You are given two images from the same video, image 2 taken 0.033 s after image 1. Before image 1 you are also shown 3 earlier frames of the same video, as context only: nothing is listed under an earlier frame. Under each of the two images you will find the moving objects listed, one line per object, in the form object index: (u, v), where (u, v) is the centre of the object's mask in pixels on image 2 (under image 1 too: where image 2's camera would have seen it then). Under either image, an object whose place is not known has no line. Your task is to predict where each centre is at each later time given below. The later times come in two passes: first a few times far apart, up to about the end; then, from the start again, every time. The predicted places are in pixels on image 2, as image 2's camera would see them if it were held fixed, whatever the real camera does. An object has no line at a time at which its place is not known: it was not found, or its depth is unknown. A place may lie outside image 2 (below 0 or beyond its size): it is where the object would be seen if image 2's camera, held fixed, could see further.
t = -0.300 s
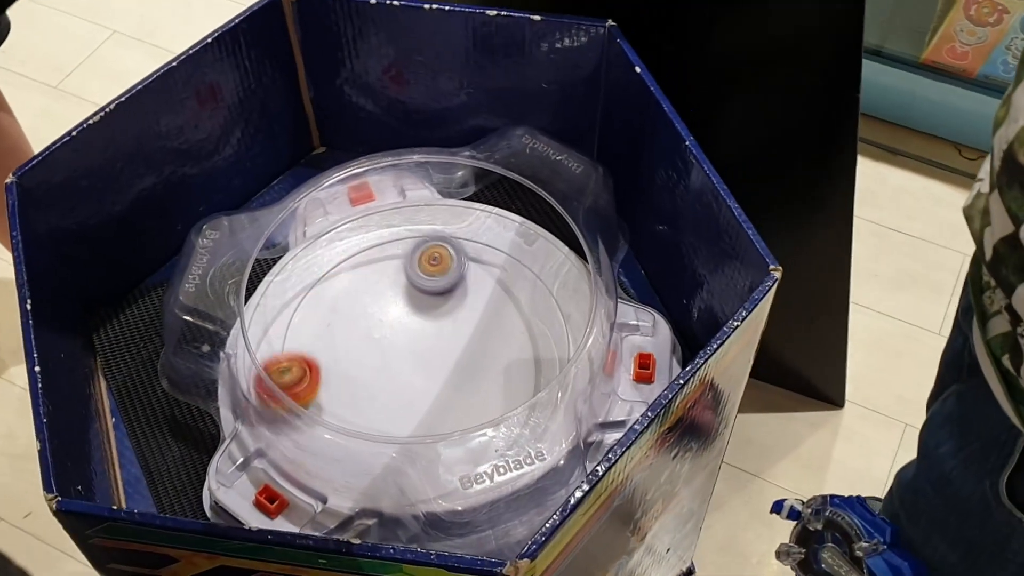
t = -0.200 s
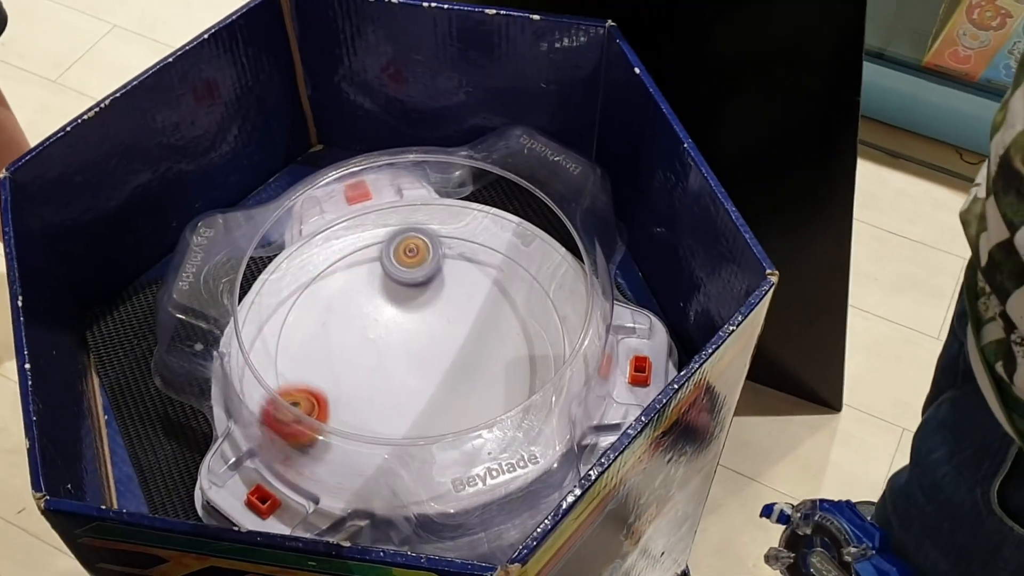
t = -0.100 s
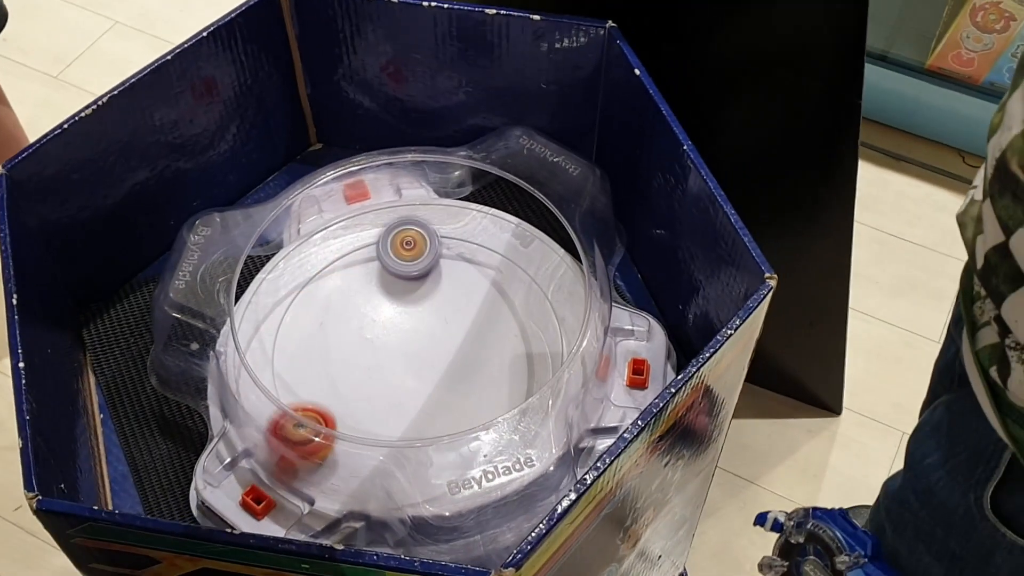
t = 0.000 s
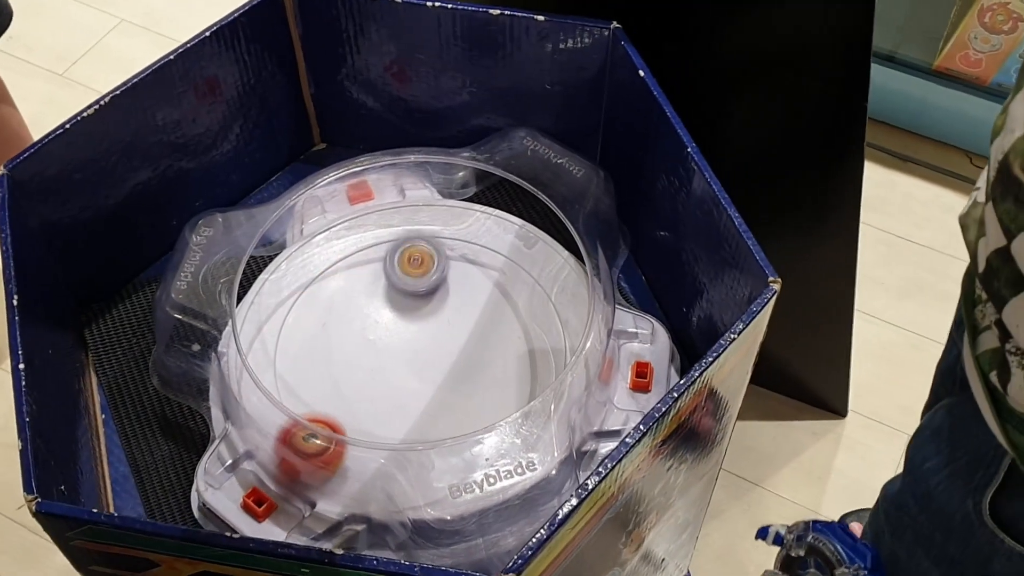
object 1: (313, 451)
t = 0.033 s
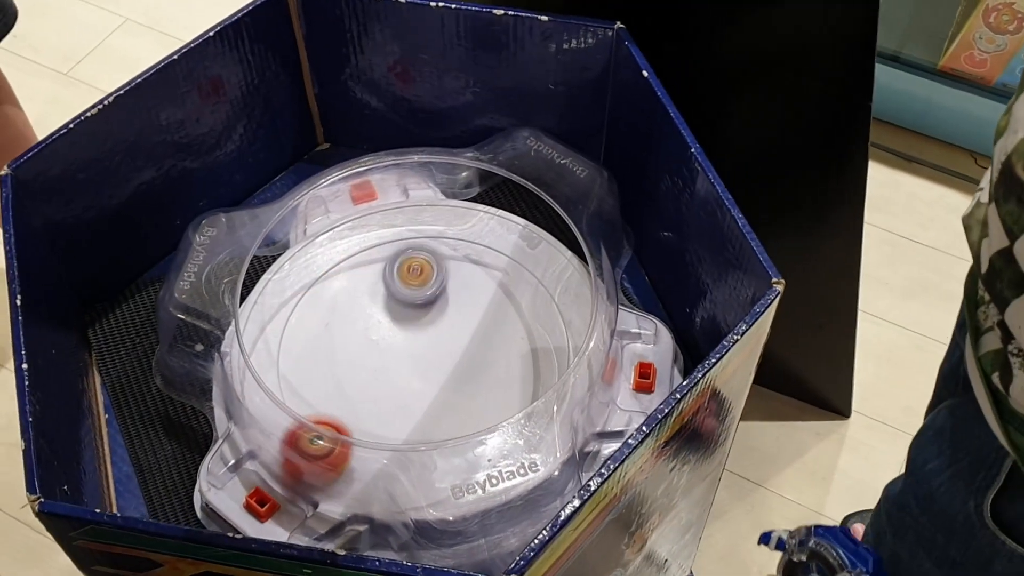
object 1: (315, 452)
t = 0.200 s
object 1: (342, 448)
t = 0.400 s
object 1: (400, 417)
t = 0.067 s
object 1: (319, 454)
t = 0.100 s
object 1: (324, 454)
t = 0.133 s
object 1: (329, 454)
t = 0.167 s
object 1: (334, 453)
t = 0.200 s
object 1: (342, 448)
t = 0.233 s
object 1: (349, 446)
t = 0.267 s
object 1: (358, 445)
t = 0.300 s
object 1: (368, 439)
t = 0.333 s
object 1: (380, 432)
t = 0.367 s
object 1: (391, 422)
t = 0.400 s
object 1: (400, 417)
